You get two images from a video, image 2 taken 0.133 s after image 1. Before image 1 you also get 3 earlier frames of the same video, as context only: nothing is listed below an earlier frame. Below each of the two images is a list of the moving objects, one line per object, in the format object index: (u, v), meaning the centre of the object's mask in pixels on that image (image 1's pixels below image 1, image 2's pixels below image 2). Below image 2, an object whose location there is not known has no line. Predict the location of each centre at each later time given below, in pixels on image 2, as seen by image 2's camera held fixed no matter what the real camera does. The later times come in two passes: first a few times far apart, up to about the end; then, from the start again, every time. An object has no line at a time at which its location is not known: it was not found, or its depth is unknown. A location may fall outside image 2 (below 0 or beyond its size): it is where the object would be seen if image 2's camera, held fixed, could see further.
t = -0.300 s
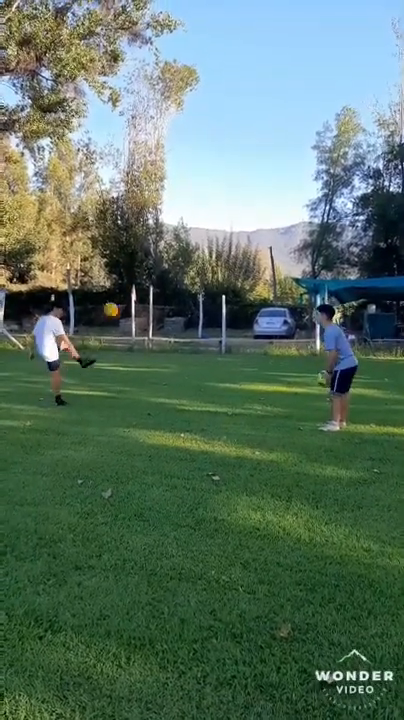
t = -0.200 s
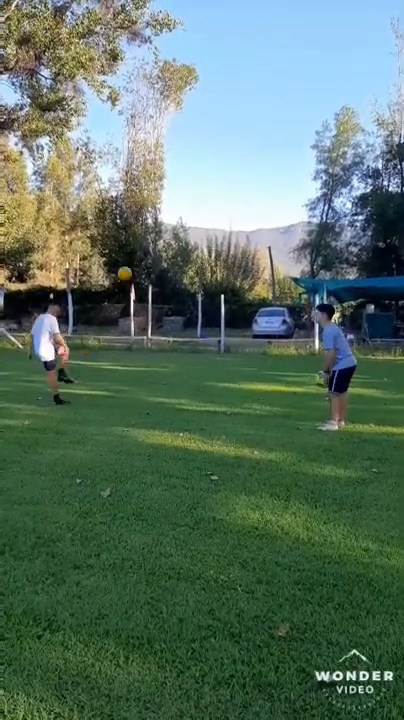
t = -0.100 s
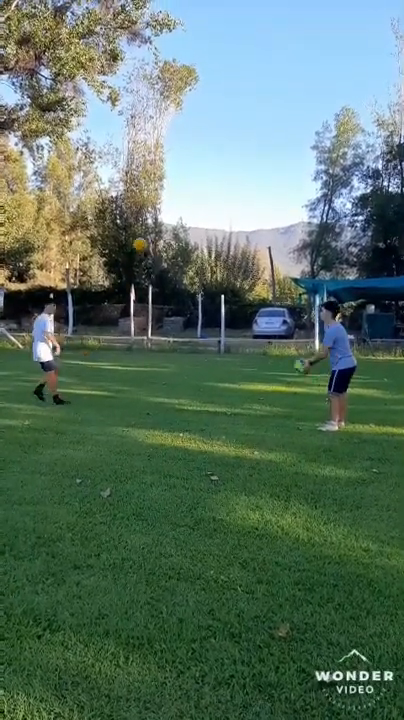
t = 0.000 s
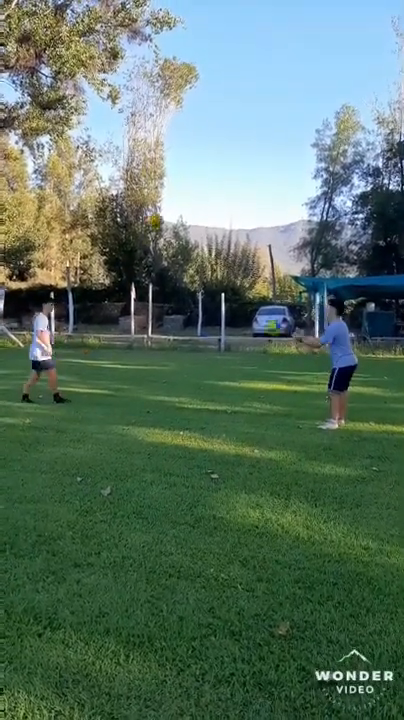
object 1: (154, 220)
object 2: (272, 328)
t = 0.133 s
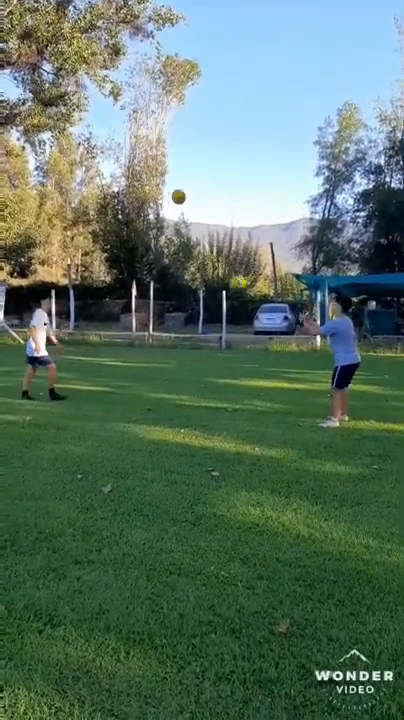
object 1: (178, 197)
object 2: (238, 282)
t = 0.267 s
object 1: (199, 188)
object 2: (200, 254)
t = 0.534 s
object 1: (242, 205)
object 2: (134, 246)
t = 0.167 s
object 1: (183, 193)
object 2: (230, 275)
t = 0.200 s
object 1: (189, 191)
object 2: (223, 268)
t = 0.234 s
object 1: (194, 189)
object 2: (209, 261)
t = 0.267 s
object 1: (199, 188)
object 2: (200, 254)
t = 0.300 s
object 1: (205, 187)
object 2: (193, 250)
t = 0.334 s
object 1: (210, 188)
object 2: (183, 249)
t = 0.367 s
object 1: (215, 189)
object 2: (175, 246)
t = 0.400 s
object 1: (220, 190)
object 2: (166, 244)
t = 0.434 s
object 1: (226, 193)
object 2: (158, 244)
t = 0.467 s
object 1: (231, 196)
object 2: (150, 244)
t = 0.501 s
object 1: (236, 200)
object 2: (141, 245)
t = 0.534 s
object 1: (242, 205)
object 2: (134, 246)
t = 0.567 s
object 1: (247, 210)
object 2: (126, 249)
